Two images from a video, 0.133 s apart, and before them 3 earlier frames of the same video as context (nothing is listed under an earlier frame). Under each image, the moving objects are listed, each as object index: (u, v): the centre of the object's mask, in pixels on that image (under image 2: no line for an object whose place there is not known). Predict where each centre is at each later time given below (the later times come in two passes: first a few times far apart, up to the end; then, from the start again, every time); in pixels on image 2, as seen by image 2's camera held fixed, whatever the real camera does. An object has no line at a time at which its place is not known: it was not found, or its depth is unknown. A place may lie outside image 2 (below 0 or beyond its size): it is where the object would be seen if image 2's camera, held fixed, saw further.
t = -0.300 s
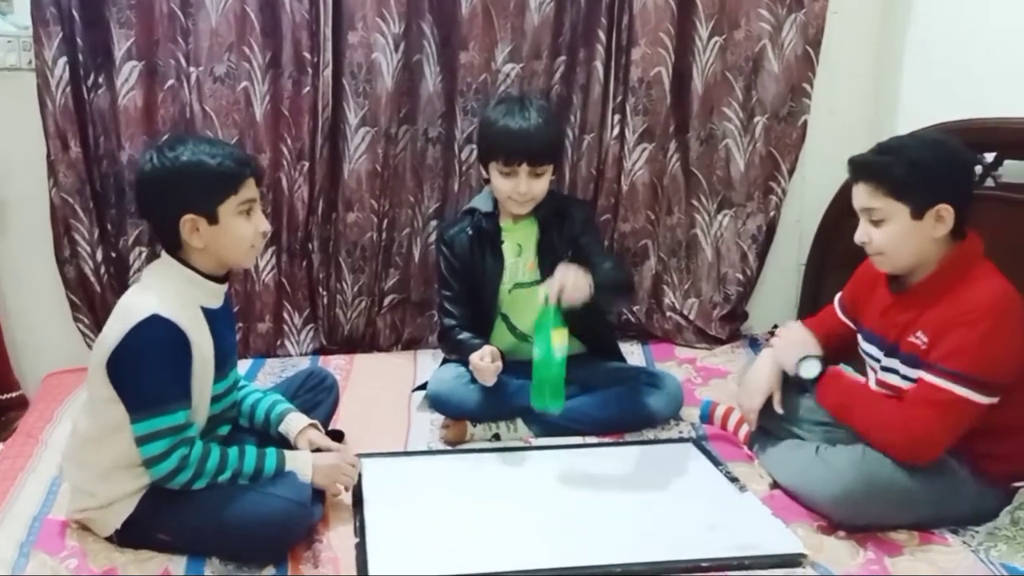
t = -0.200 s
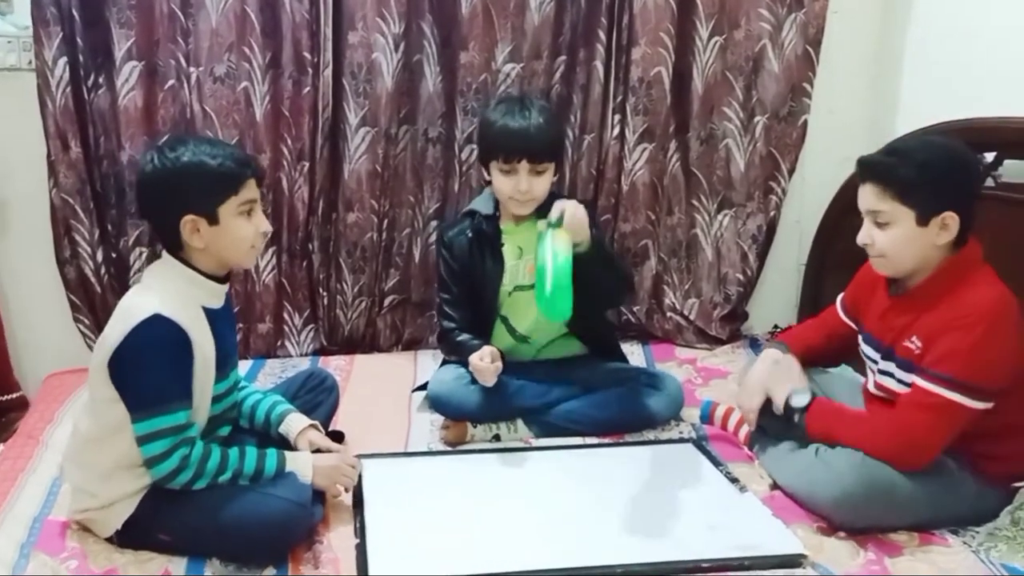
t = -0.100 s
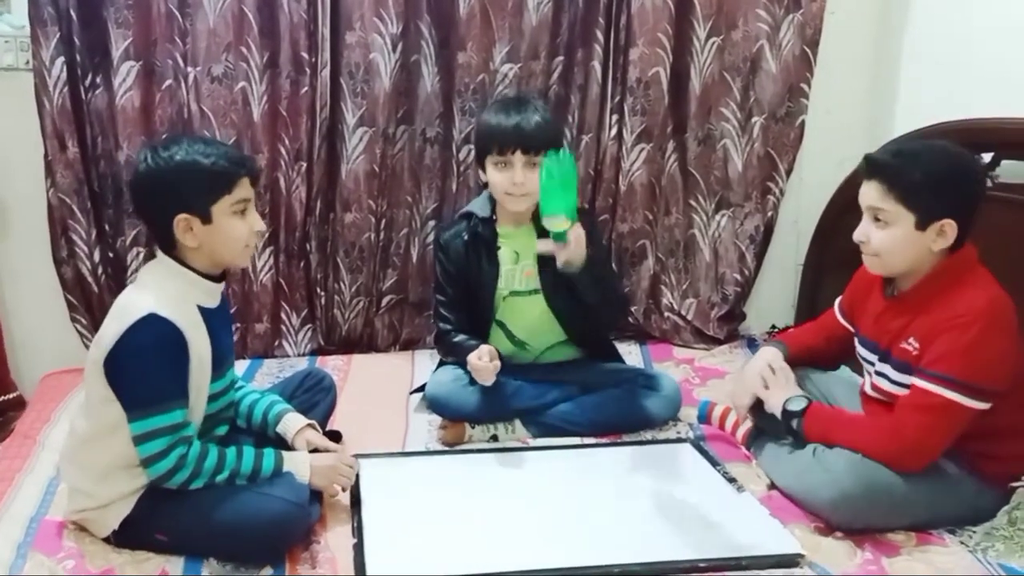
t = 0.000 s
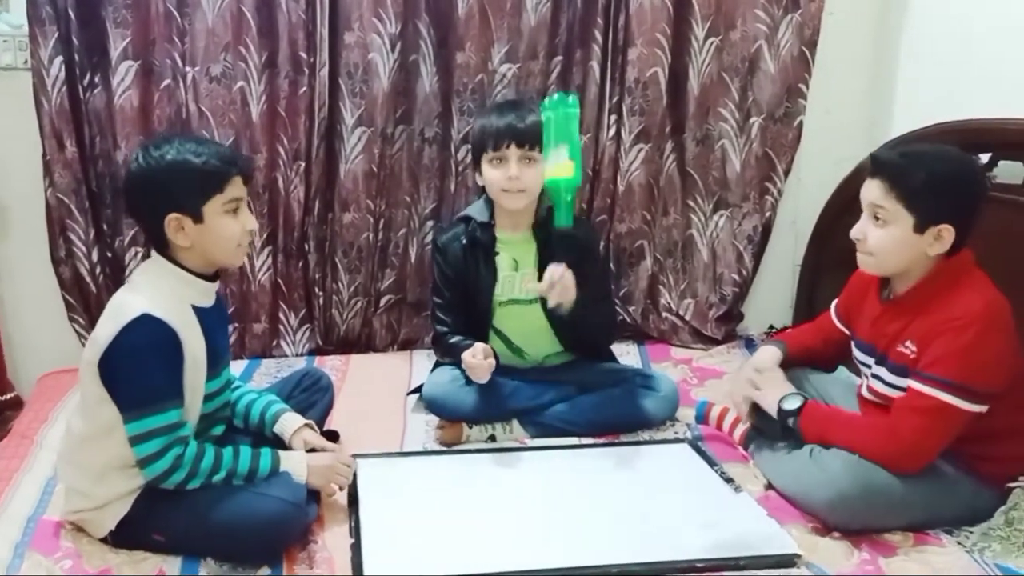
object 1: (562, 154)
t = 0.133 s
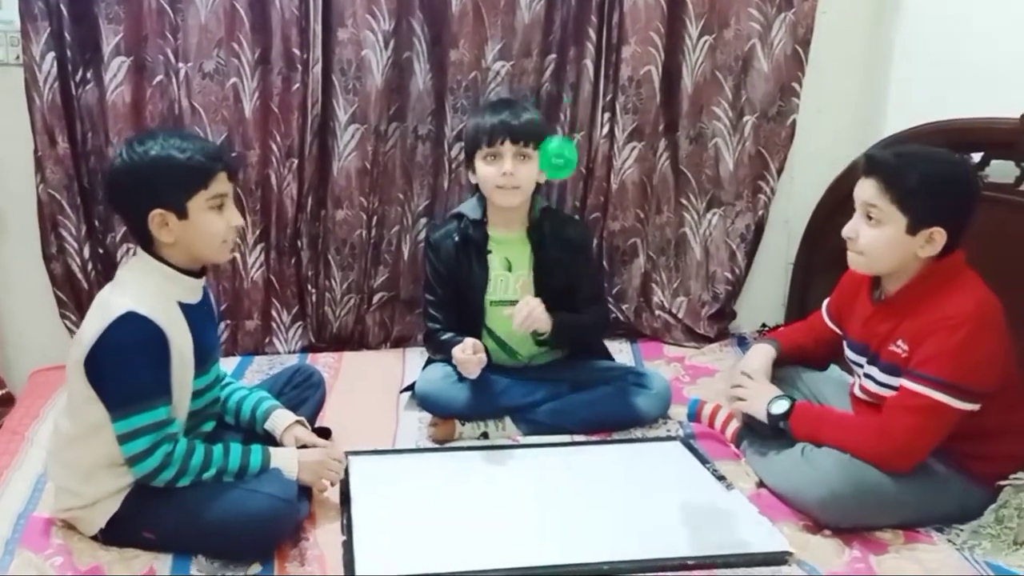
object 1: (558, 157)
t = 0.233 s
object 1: (555, 245)
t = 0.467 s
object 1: (541, 425)
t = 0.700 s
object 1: (524, 459)
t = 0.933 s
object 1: (513, 457)
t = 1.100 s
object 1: (503, 456)
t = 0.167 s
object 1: (557, 180)
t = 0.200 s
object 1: (556, 210)
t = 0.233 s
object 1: (555, 245)
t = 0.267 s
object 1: (555, 286)
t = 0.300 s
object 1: (554, 335)
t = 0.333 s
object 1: (552, 383)
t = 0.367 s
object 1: (549, 424)
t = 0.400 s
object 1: (546, 425)
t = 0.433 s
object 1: (543, 425)
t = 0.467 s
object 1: (541, 425)
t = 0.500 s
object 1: (540, 427)
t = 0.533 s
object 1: (538, 432)
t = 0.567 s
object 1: (535, 439)
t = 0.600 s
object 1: (532, 449)
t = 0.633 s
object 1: (527, 459)
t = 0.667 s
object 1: (525, 459)
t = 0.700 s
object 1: (524, 459)
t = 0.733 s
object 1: (522, 459)
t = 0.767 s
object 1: (520, 458)
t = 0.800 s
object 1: (519, 458)
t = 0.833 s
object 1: (517, 458)
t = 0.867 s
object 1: (516, 458)
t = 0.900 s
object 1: (515, 457)
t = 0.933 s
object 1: (513, 457)
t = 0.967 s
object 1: (512, 457)
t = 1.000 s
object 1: (510, 457)
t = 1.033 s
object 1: (508, 457)
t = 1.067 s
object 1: (505, 456)
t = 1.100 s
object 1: (503, 456)
